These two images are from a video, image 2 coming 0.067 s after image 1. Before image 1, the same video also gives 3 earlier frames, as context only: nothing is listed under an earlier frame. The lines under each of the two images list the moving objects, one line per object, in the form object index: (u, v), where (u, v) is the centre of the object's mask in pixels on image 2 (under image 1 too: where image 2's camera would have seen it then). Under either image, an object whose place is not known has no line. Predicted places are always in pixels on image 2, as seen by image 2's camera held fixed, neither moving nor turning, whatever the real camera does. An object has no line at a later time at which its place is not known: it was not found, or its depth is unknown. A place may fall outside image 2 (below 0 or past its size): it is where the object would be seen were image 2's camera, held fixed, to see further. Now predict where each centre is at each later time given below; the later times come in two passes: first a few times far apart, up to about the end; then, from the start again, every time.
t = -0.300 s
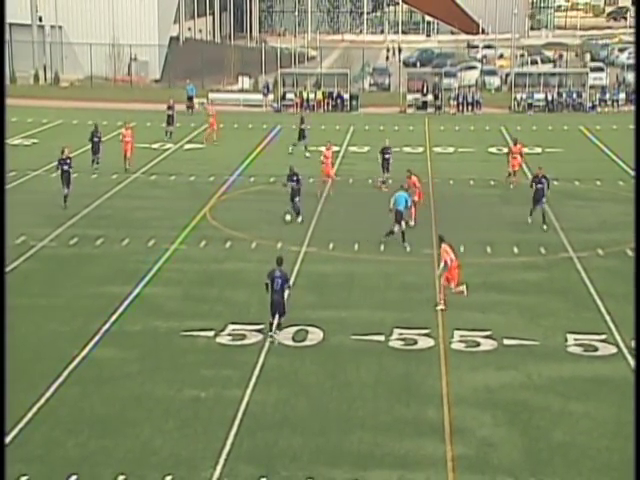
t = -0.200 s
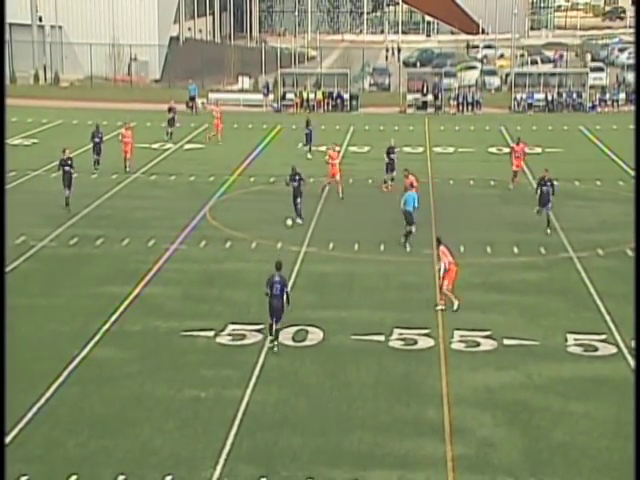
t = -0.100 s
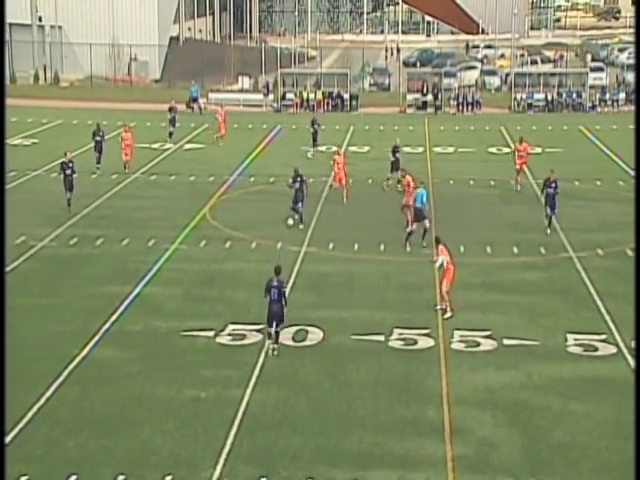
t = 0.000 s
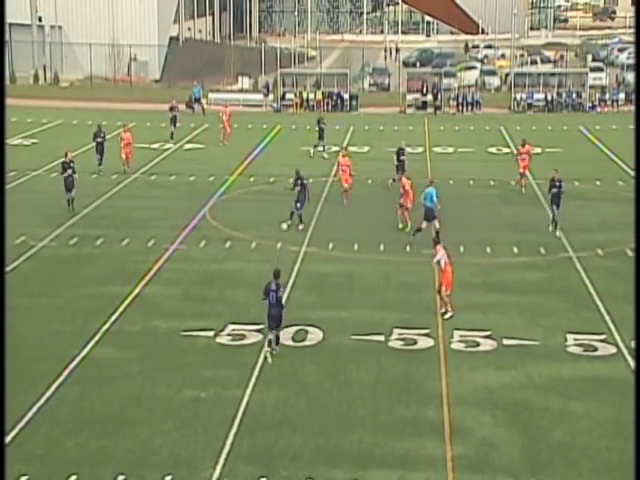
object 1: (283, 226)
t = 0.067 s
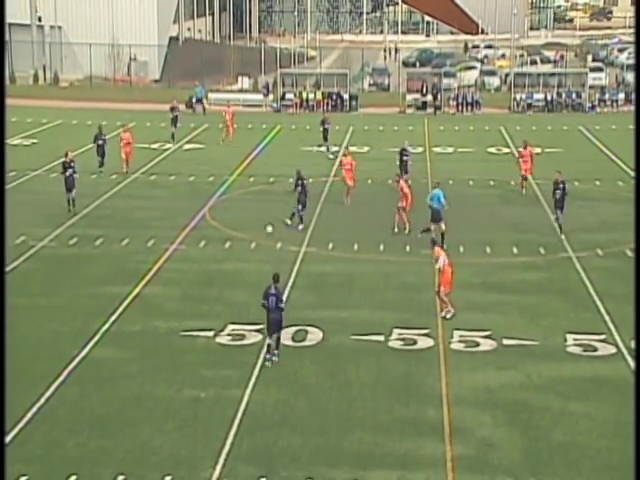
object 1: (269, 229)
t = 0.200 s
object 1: (240, 240)
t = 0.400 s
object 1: (201, 254)
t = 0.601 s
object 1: (166, 265)
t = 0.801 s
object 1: (134, 276)
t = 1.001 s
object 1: (104, 289)
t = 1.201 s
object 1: (76, 300)
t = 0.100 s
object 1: (262, 231)
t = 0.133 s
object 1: (255, 234)
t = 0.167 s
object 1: (247, 237)
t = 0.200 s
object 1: (240, 240)
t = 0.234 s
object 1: (233, 242)
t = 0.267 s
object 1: (227, 243)
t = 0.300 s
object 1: (220, 245)
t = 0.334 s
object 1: (214, 248)
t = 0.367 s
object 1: (207, 251)
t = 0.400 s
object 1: (201, 254)
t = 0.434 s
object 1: (194, 255)
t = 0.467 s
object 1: (188, 257)
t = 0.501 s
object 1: (183, 260)
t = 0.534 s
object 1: (176, 263)
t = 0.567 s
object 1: (171, 264)
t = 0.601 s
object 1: (166, 265)
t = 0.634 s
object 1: (160, 268)
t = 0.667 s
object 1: (155, 270)
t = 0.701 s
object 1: (149, 272)
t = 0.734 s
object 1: (144, 272)
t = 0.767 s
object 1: (139, 274)
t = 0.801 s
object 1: (134, 276)
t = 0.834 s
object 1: (129, 278)
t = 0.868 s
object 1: (124, 281)
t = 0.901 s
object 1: (119, 284)
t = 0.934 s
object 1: (114, 286)
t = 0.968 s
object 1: (109, 287)
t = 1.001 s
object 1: (104, 289)
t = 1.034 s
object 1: (99, 291)
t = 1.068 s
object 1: (94, 294)
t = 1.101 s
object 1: (90, 296)
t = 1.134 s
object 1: (85, 297)
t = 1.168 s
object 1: (81, 298)
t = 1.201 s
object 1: (76, 300)
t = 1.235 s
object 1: (71, 302)
